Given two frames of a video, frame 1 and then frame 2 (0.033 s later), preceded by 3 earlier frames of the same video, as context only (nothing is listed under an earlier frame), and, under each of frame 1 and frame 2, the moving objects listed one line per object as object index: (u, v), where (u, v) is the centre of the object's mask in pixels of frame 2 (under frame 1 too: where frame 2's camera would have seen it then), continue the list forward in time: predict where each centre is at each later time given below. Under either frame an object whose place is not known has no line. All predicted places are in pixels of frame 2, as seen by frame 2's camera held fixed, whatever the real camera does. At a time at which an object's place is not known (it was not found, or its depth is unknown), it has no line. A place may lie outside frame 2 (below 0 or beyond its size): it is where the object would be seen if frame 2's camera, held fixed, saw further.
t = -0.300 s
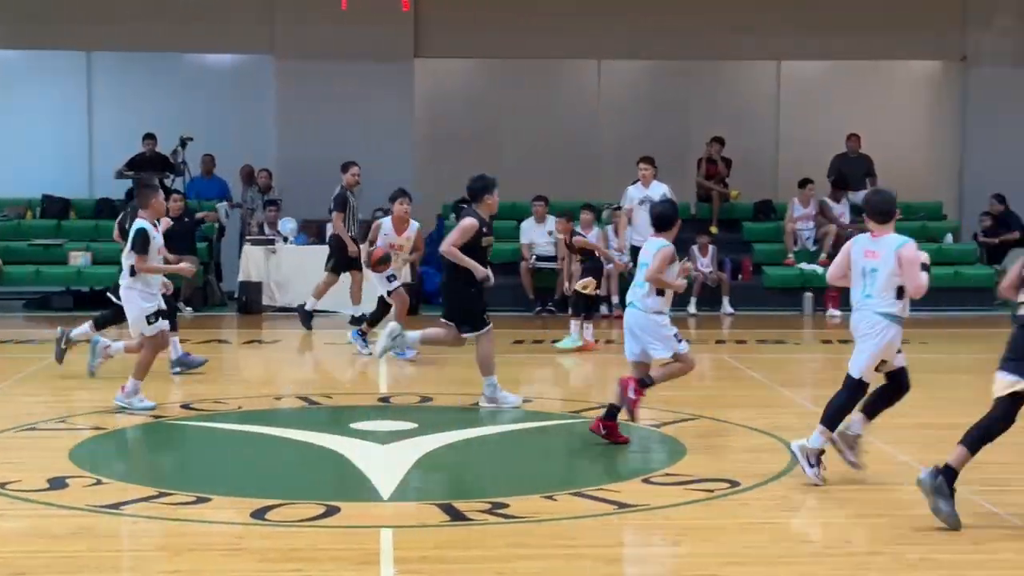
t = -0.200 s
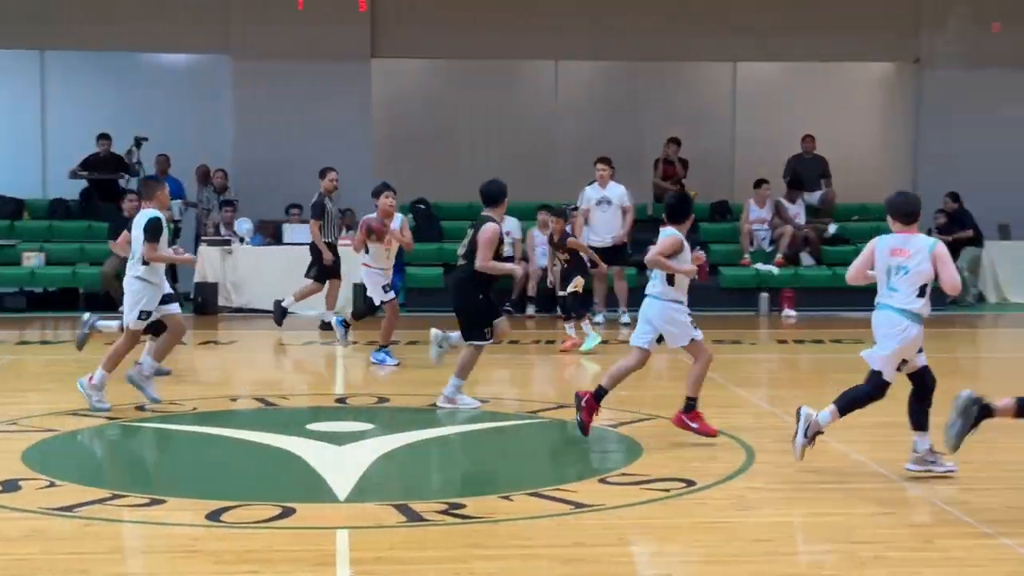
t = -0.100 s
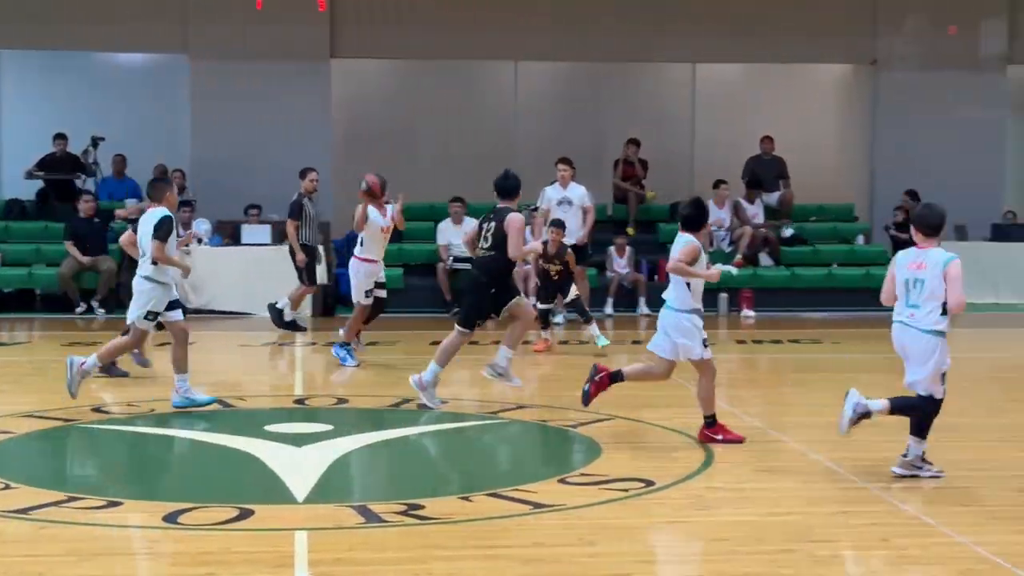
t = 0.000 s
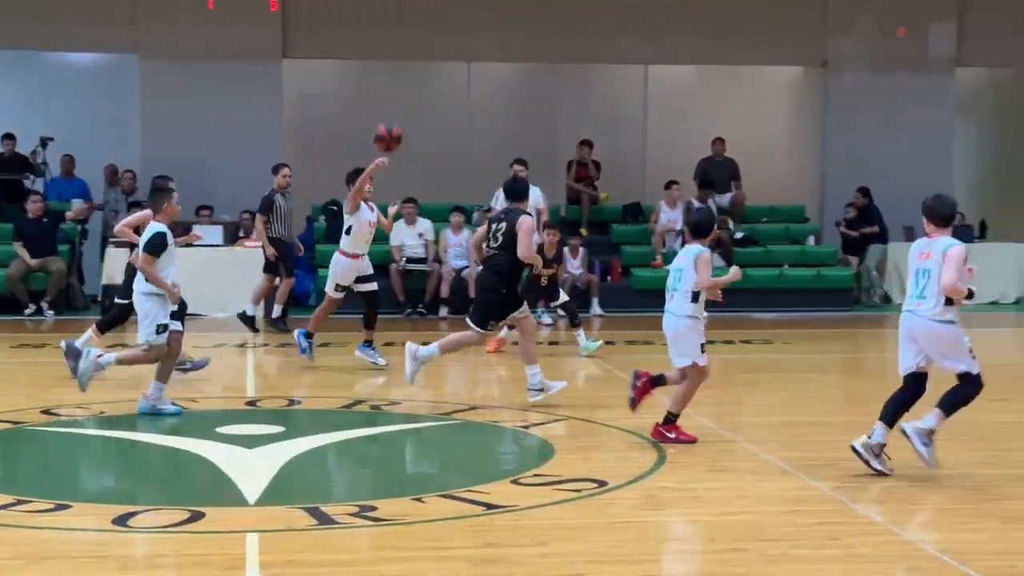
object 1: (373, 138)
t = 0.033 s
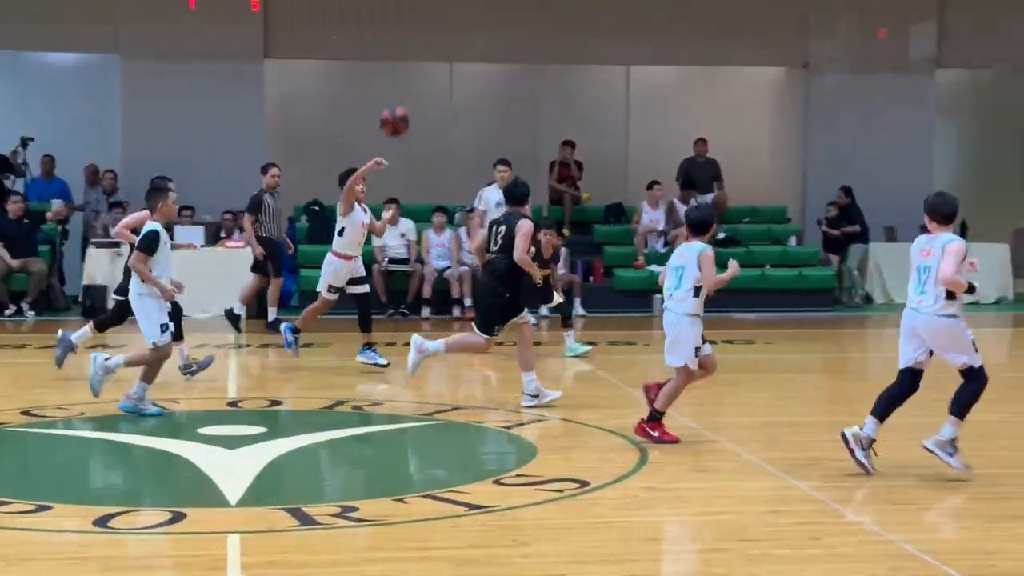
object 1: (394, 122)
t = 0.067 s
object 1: (416, 107)
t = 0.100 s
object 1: (439, 93)
